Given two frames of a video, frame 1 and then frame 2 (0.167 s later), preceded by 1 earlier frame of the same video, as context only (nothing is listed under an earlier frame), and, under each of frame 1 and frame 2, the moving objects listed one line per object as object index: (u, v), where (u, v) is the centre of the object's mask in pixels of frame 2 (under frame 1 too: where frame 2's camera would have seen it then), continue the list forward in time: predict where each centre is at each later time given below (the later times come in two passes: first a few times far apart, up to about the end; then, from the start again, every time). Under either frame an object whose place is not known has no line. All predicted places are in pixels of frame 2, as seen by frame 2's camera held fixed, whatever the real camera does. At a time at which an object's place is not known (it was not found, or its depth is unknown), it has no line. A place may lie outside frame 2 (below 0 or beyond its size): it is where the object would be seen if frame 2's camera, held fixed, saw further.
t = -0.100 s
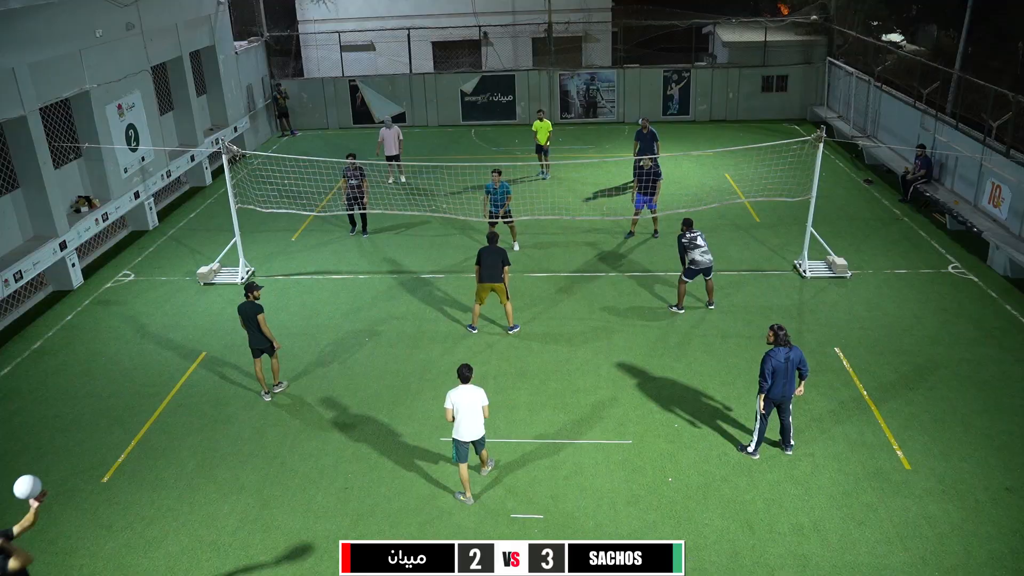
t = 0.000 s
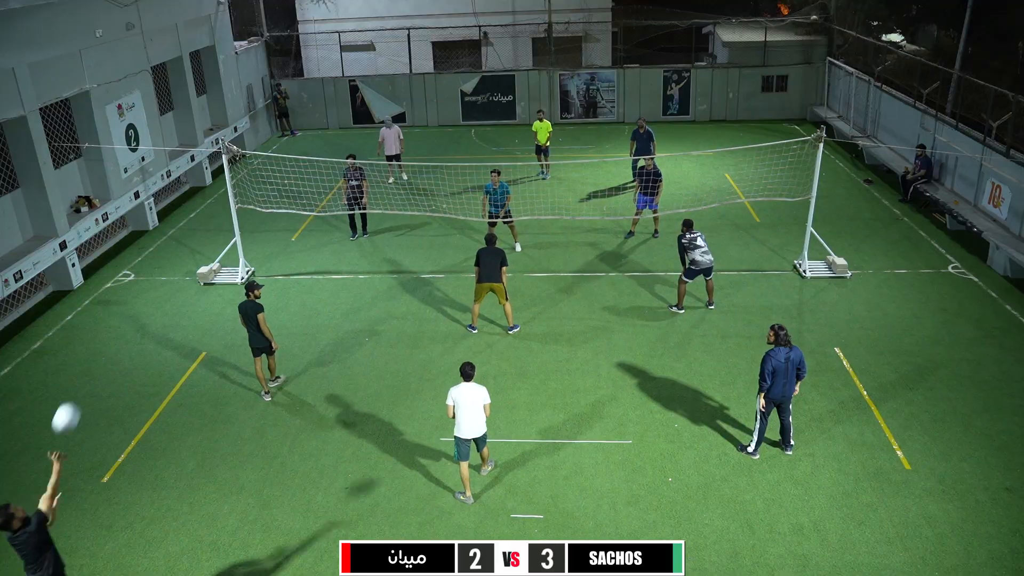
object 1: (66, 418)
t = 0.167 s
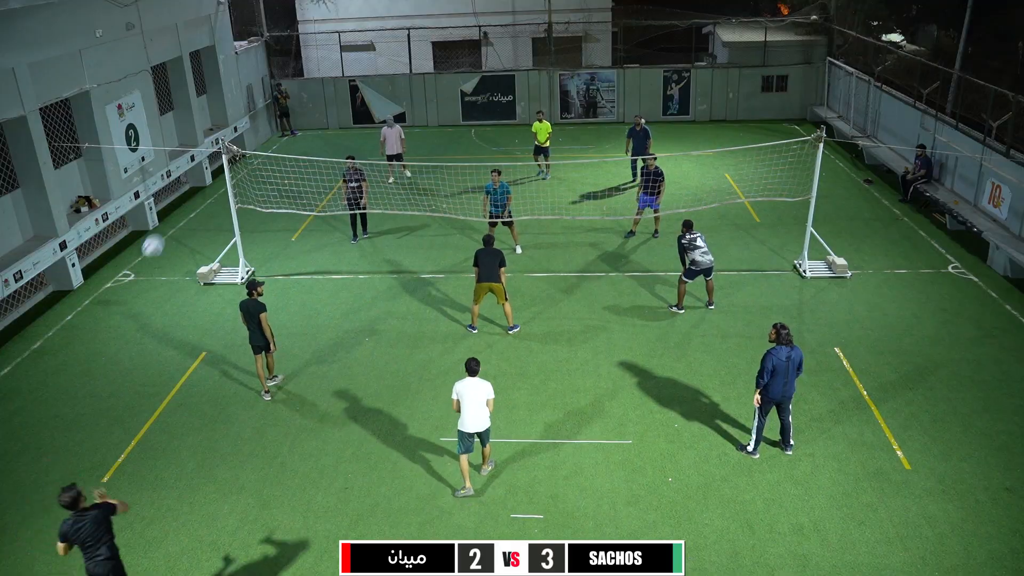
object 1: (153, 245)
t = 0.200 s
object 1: (167, 221)
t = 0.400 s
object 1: (236, 120)
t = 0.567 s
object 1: (279, 84)
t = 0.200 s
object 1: (167, 221)
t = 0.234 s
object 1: (180, 199)
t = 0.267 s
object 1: (192, 180)
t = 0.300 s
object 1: (204, 162)
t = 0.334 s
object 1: (214, 145)
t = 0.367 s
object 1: (225, 133)
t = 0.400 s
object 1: (236, 120)
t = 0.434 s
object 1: (246, 110)
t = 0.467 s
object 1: (255, 102)
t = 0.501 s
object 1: (264, 95)
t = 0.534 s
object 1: (272, 88)
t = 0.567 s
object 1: (279, 84)
